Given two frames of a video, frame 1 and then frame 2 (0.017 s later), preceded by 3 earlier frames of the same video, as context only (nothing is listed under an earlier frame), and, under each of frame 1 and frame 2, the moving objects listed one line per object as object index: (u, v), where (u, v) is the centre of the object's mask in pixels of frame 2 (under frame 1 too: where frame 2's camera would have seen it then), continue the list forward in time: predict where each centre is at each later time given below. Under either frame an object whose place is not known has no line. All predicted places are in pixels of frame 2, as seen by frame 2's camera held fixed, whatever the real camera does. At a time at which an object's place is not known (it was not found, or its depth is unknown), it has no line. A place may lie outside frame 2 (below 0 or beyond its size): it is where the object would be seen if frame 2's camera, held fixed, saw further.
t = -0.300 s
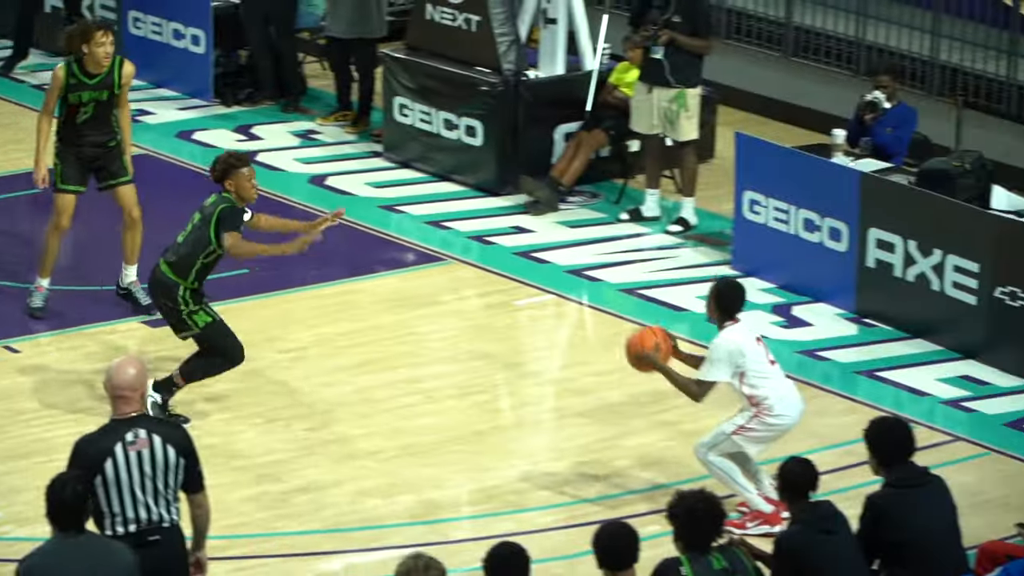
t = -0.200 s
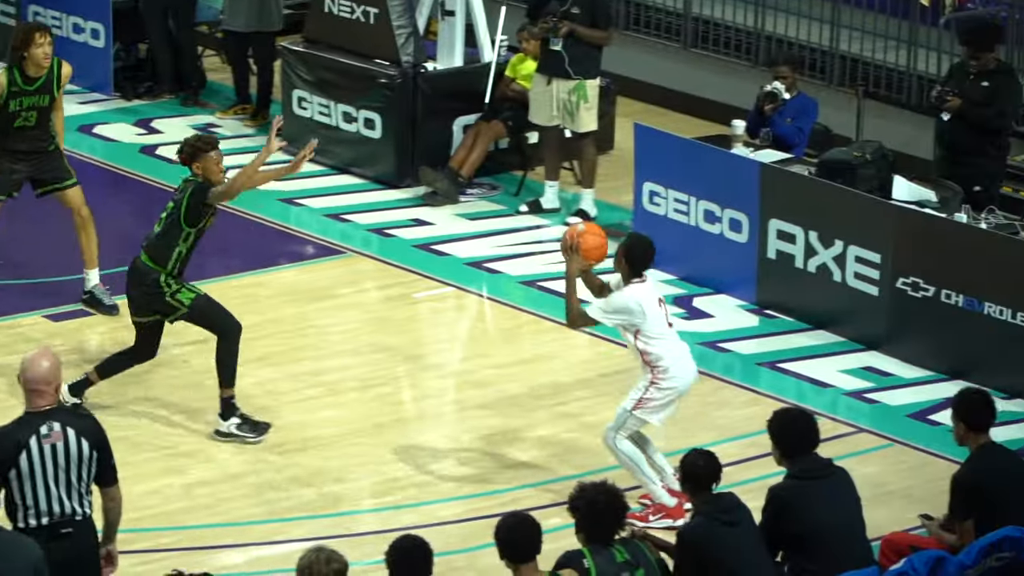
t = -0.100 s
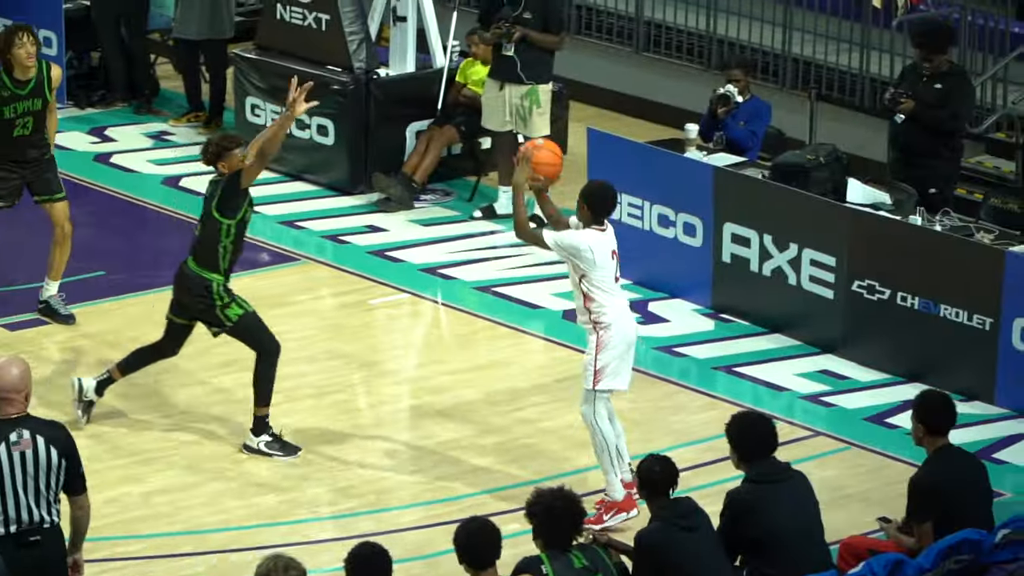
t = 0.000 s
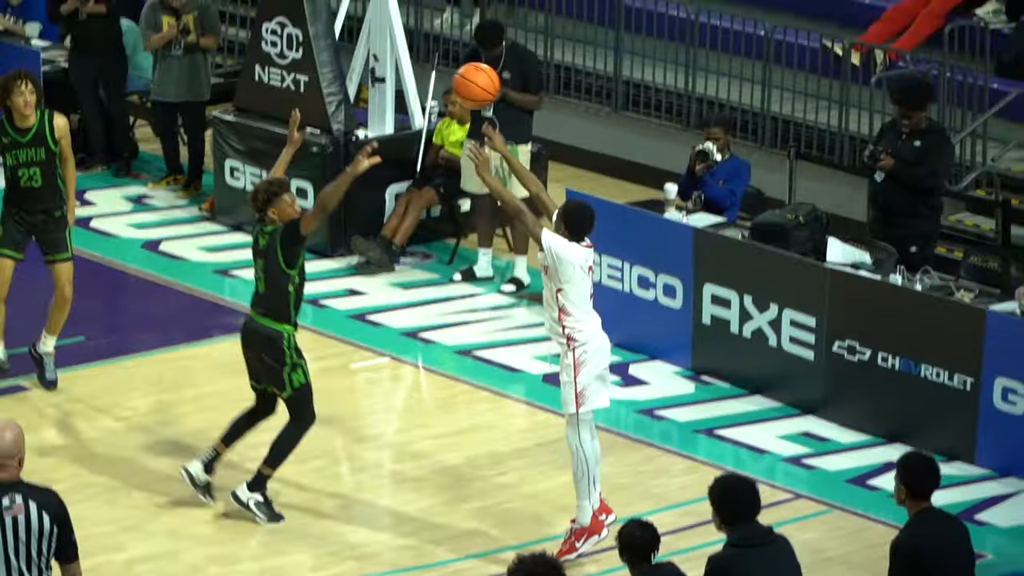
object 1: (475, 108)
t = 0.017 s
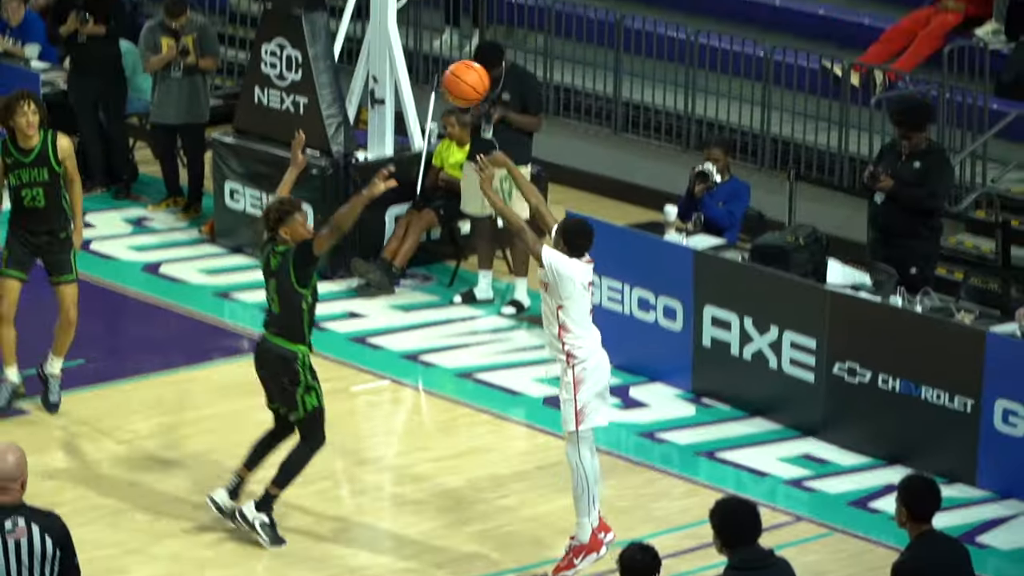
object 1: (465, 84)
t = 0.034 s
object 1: (456, 60)
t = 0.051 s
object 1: (447, 37)
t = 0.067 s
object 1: (437, 15)
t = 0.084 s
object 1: (428, -7)
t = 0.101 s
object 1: (418, -27)
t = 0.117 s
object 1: (408, -47)
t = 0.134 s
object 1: (399, -67)
